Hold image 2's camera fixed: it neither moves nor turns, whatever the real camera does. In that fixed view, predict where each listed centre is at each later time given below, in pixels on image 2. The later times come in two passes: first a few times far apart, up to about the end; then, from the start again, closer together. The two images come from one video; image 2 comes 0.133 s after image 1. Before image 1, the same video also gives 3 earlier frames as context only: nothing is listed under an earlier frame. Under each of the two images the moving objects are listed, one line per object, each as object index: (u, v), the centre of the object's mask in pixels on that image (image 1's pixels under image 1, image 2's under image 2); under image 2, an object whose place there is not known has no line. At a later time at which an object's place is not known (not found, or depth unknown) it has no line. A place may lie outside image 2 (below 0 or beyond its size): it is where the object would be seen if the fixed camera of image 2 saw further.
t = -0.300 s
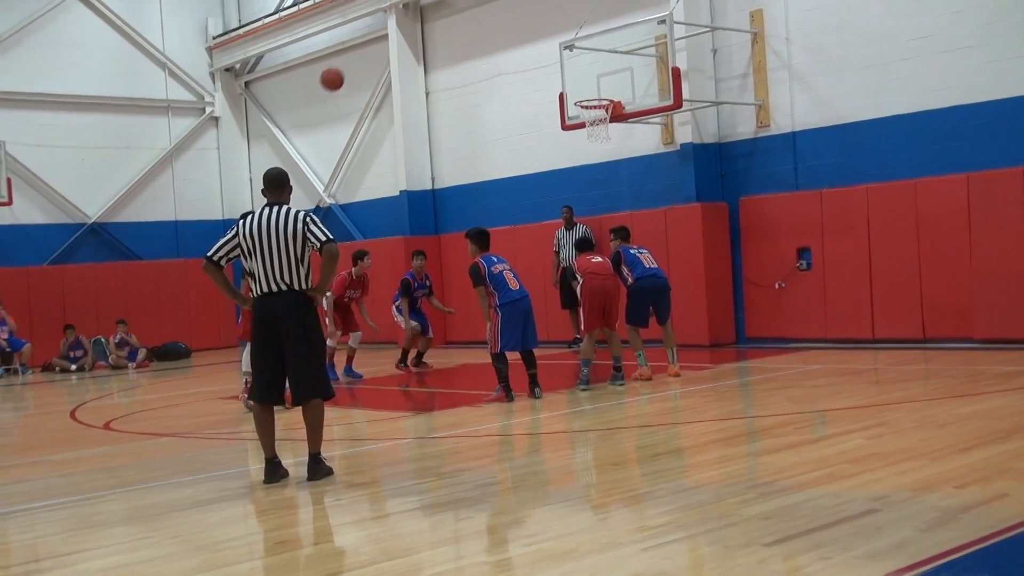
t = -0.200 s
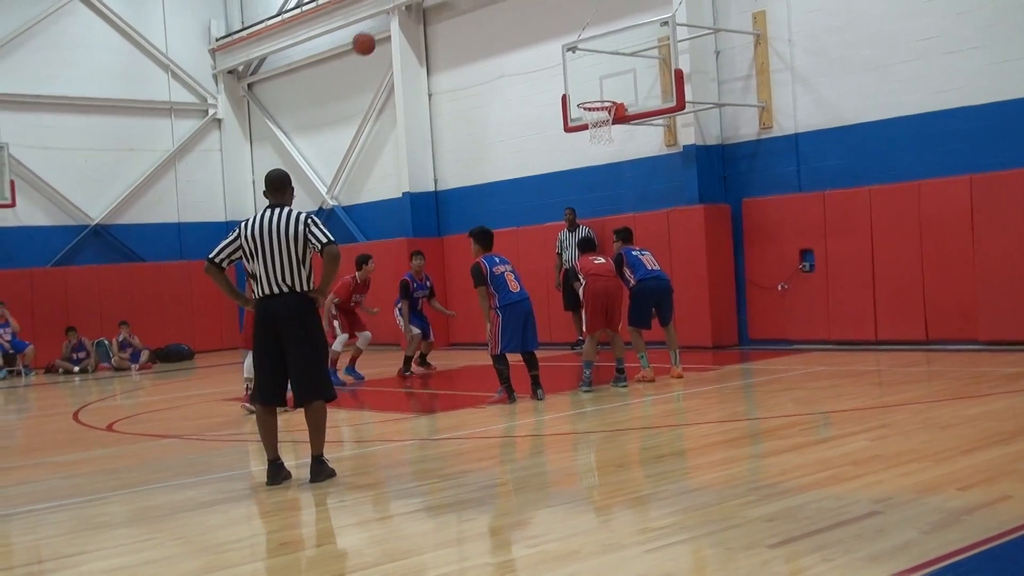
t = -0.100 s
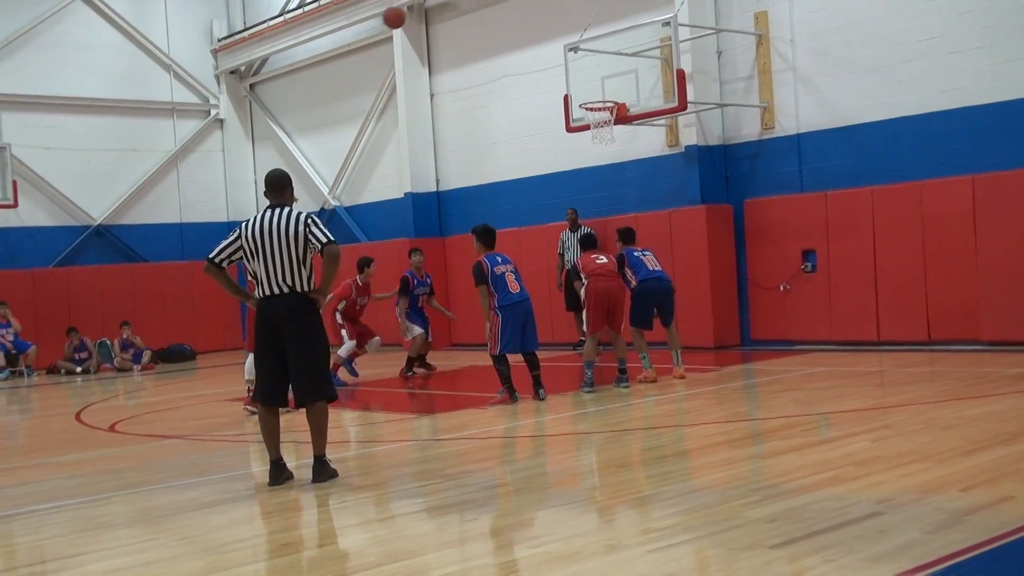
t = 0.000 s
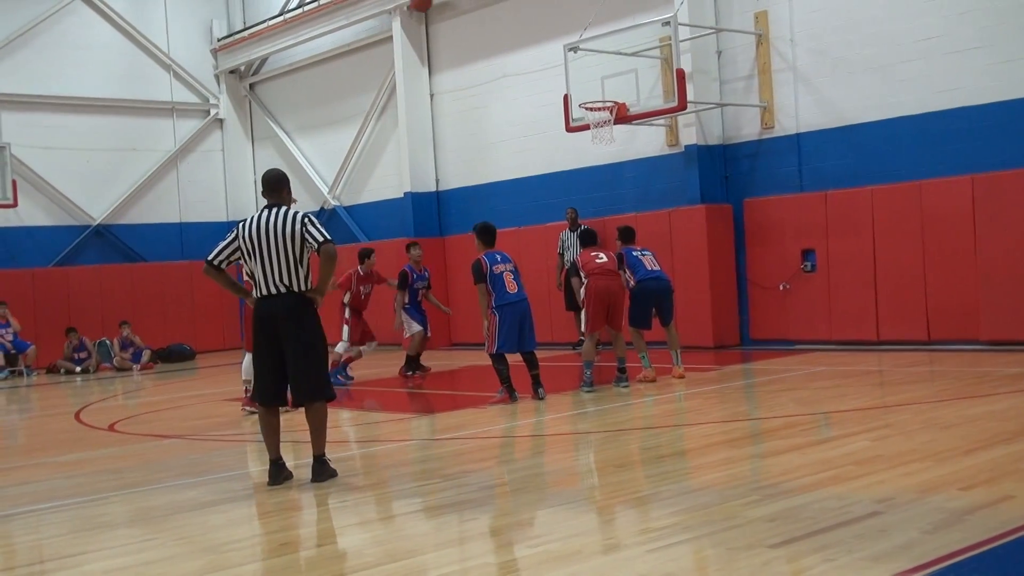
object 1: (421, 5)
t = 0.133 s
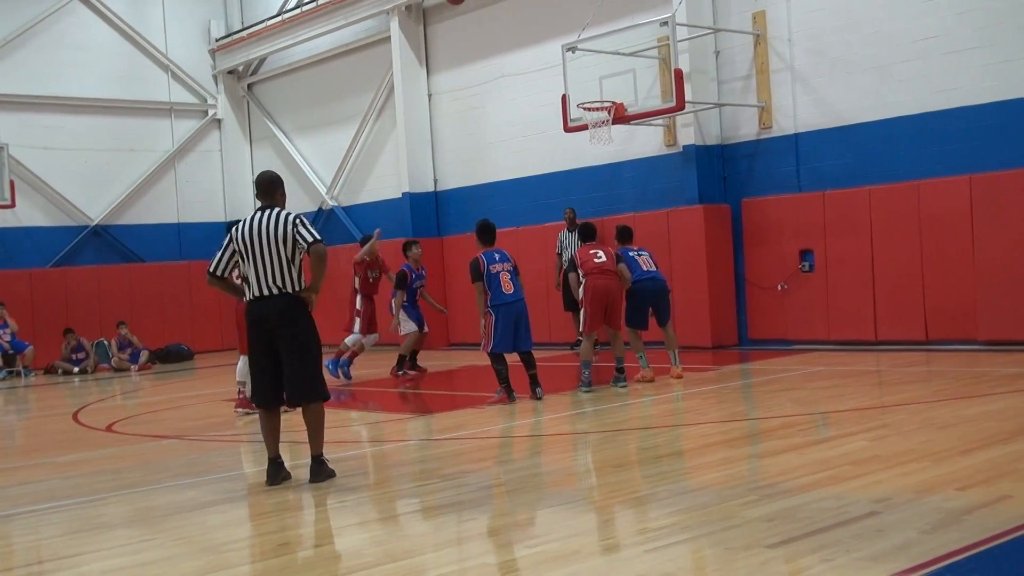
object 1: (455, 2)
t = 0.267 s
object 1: (489, 7)
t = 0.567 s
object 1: (565, 75)
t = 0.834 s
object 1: (598, 80)
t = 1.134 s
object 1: (594, 94)
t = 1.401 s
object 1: (588, 136)
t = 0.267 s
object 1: (489, 7)
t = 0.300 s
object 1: (498, 9)
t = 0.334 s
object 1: (506, 13)
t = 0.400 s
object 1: (524, 27)
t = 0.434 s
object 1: (531, 35)
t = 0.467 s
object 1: (540, 44)
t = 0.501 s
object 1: (549, 53)
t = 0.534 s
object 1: (557, 64)
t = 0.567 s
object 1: (565, 75)
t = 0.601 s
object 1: (573, 87)
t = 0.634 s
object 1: (579, 95)
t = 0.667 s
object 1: (582, 90)
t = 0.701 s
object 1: (585, 86)
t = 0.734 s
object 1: (588, 83)
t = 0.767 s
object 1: (591, 81)
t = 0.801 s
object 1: (595, 80)
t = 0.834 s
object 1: (598, 80)
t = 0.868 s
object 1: (602, 80)
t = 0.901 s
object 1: (605, 82)
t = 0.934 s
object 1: (607, 83)
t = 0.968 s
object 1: (605, 82)
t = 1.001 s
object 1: (602, 83)
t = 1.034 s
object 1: (600, 85)
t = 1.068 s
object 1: (598, 87)
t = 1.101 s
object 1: (596, 90)
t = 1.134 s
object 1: (594, 94)
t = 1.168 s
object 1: (592, 100)
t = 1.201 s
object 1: (590, 106)
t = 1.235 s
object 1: (588, 113)
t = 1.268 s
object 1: (587, 118)
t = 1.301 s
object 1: (586, 122)
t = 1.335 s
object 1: (586, 125)
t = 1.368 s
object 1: (587, 128)
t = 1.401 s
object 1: (588, 136)
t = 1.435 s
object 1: (590, 139)
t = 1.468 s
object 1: (591, 143)
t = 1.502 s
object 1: (592, 149)
